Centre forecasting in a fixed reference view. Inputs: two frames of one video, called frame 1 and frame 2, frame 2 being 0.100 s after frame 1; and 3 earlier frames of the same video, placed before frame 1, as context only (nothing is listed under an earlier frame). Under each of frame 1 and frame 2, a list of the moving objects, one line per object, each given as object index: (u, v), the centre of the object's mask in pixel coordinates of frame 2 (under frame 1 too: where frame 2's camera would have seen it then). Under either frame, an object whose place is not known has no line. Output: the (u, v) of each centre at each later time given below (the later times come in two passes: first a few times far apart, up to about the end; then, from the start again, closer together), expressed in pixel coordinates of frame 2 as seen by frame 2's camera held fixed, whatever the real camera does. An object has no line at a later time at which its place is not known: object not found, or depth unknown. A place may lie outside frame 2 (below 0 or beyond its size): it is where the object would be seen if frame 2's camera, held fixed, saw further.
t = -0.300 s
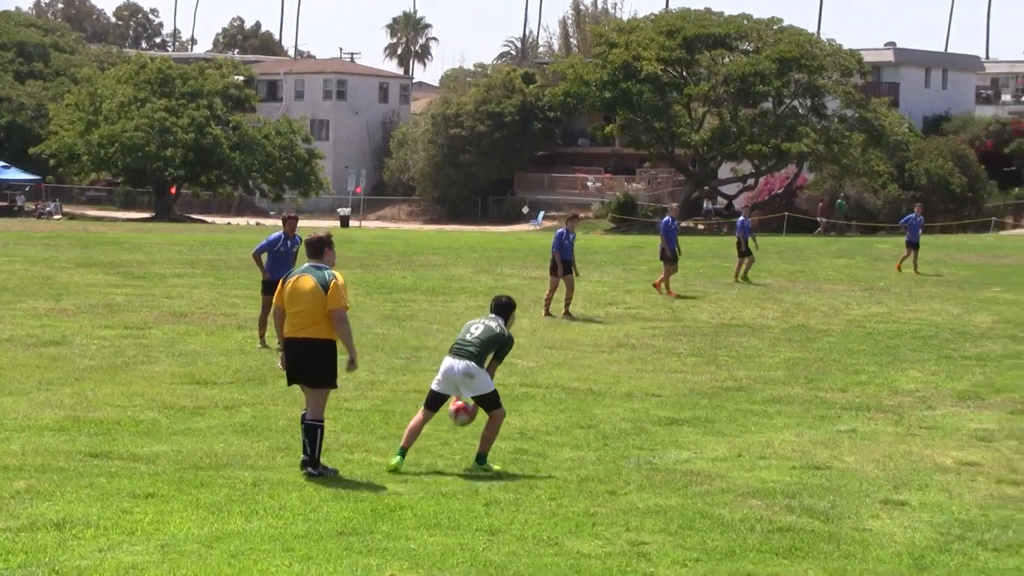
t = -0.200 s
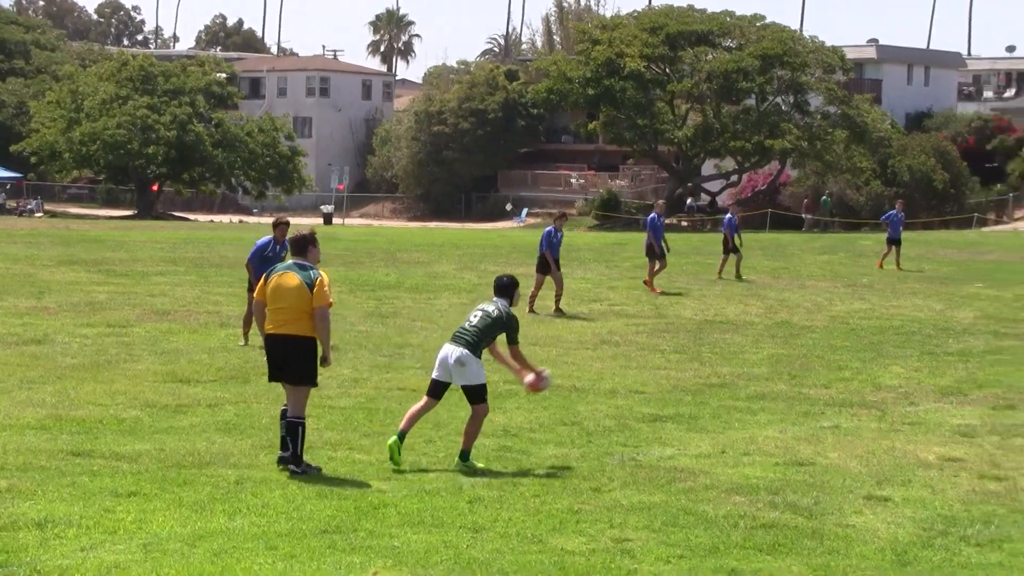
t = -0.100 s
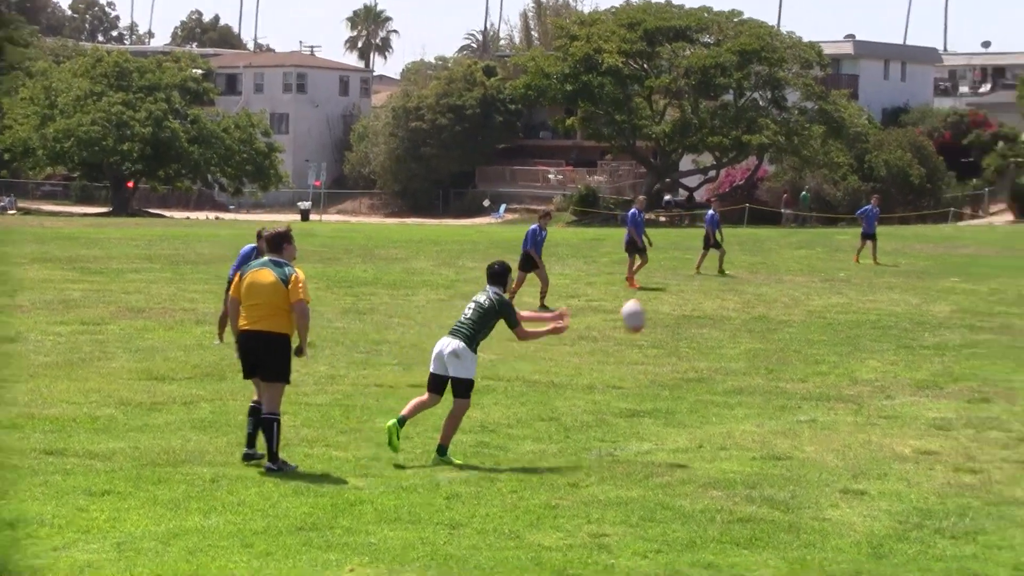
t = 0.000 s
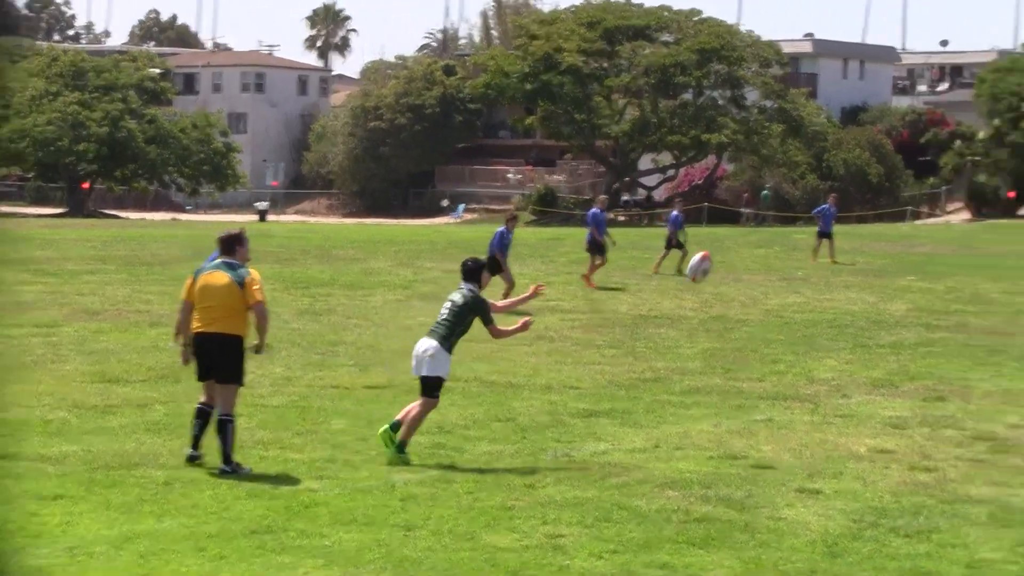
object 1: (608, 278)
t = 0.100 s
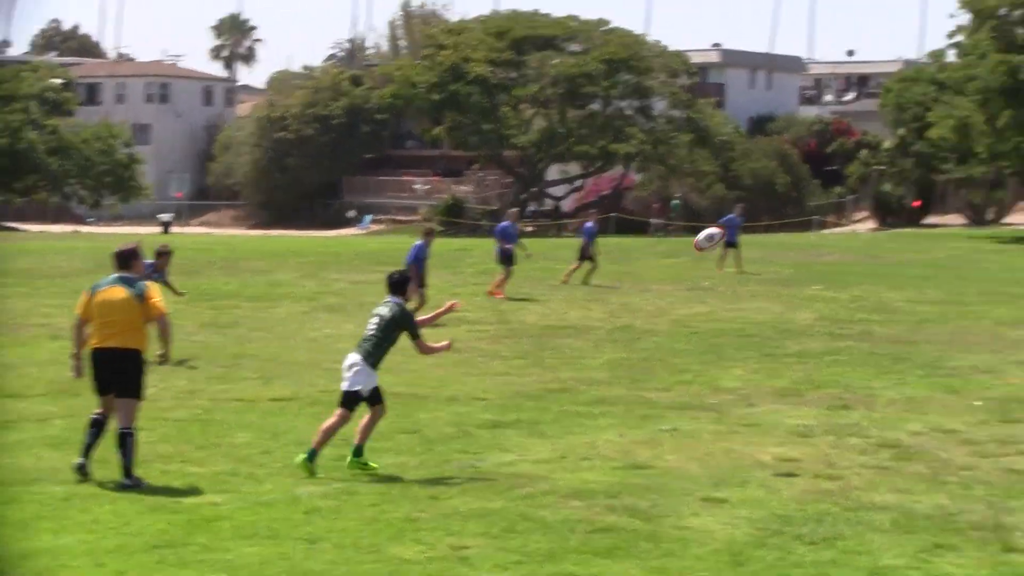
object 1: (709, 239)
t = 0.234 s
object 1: (835, 206)
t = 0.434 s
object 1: (1011, 187)
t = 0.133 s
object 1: (741, 230)
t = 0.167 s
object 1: (773, 219)
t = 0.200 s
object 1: (804, 211)
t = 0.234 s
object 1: (835, 206)
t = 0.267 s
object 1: (866, 198)
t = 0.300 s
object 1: (896, 194)
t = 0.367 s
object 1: (954, 188)
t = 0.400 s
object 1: (982, 187)
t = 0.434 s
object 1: (1011, 187)
